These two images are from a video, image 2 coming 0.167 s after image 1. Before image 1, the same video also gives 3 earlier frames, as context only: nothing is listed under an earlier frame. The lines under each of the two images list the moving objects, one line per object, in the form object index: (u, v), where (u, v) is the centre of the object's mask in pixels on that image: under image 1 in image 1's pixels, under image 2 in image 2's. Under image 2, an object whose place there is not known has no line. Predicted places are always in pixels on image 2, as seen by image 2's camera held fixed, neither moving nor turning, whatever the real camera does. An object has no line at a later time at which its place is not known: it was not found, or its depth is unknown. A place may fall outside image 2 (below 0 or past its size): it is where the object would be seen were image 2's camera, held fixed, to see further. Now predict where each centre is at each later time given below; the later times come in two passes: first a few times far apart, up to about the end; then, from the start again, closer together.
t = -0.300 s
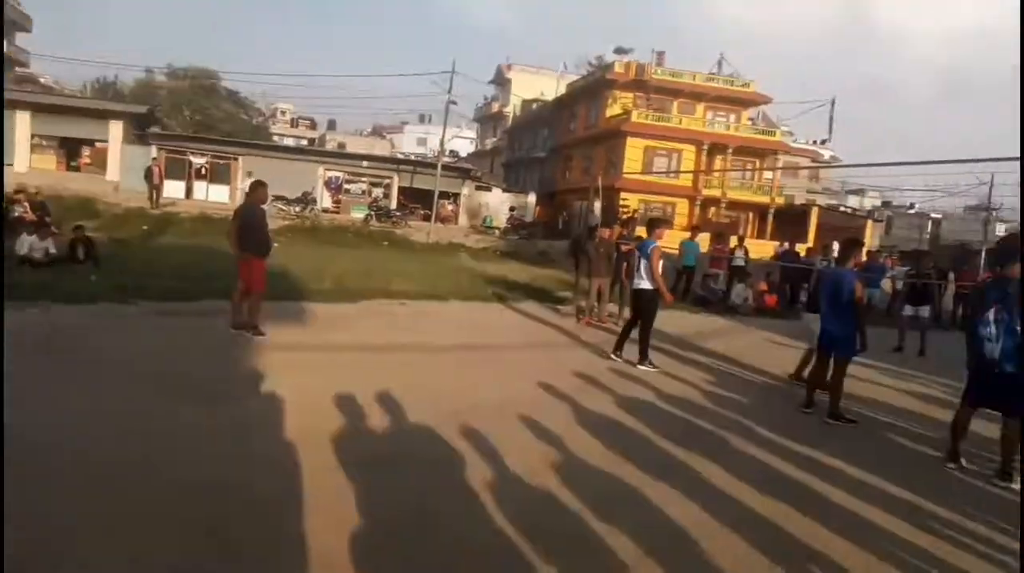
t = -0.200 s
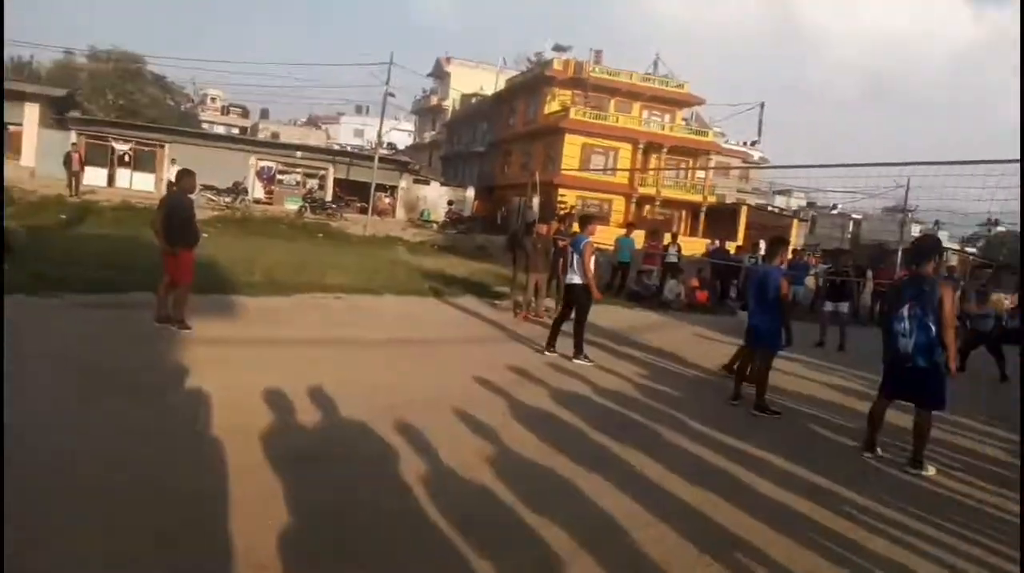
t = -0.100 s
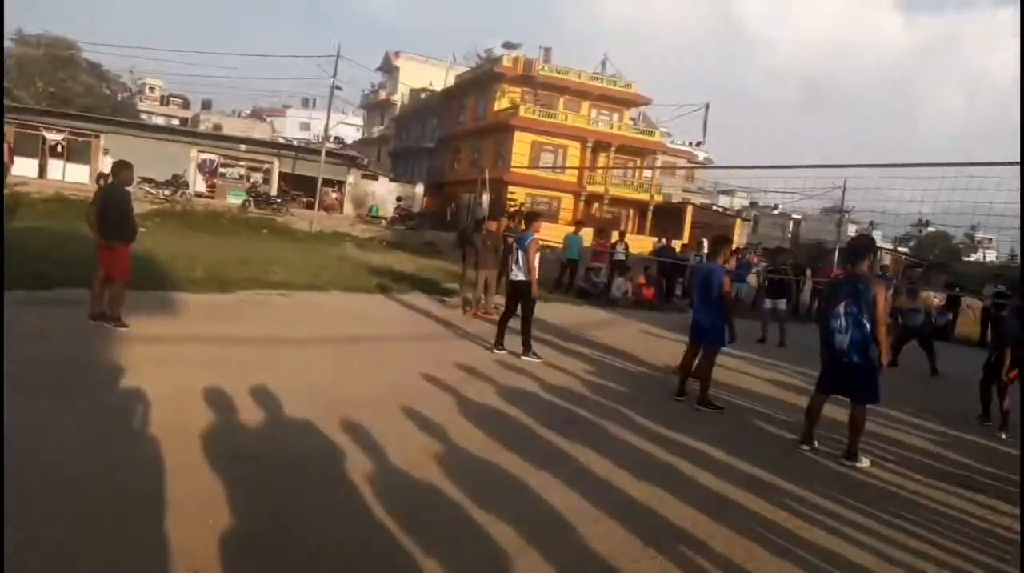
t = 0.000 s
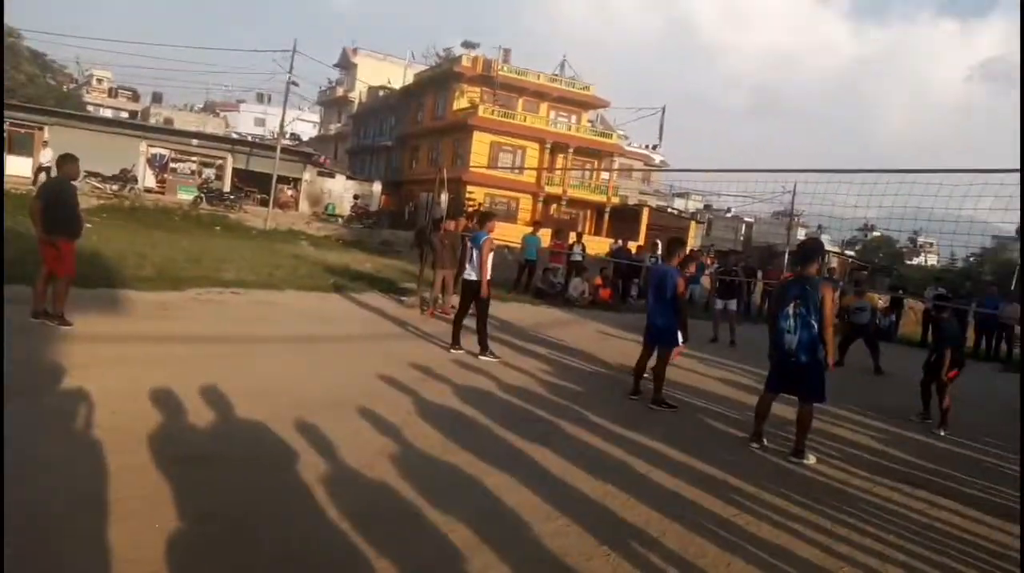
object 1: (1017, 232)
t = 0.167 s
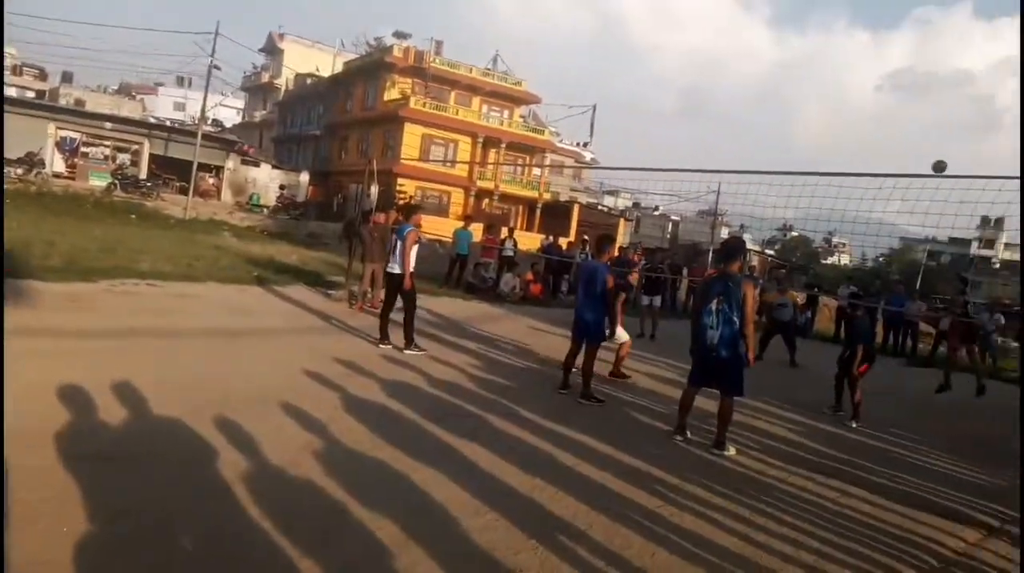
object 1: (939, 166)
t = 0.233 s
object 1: (942, 144)
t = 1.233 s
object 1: (930, 167)
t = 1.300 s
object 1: (924, 194)
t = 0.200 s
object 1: (941, 155)
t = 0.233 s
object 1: (942, 144)
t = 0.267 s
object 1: (944, 134)
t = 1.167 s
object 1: (935, 142)
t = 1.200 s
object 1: (932, 154)
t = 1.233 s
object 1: (930, 167)
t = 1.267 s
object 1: (927, 180)
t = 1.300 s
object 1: (924, 194)
